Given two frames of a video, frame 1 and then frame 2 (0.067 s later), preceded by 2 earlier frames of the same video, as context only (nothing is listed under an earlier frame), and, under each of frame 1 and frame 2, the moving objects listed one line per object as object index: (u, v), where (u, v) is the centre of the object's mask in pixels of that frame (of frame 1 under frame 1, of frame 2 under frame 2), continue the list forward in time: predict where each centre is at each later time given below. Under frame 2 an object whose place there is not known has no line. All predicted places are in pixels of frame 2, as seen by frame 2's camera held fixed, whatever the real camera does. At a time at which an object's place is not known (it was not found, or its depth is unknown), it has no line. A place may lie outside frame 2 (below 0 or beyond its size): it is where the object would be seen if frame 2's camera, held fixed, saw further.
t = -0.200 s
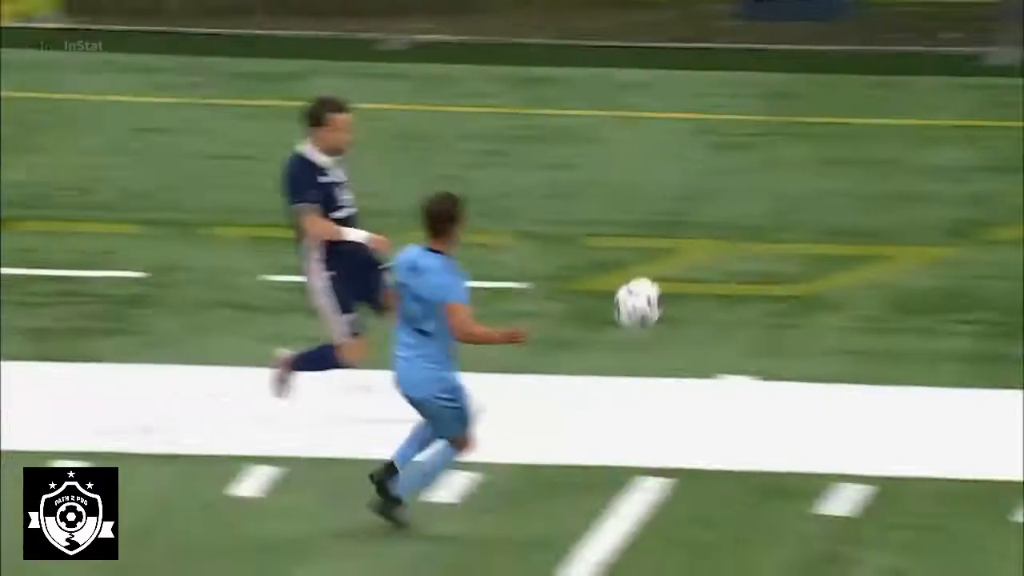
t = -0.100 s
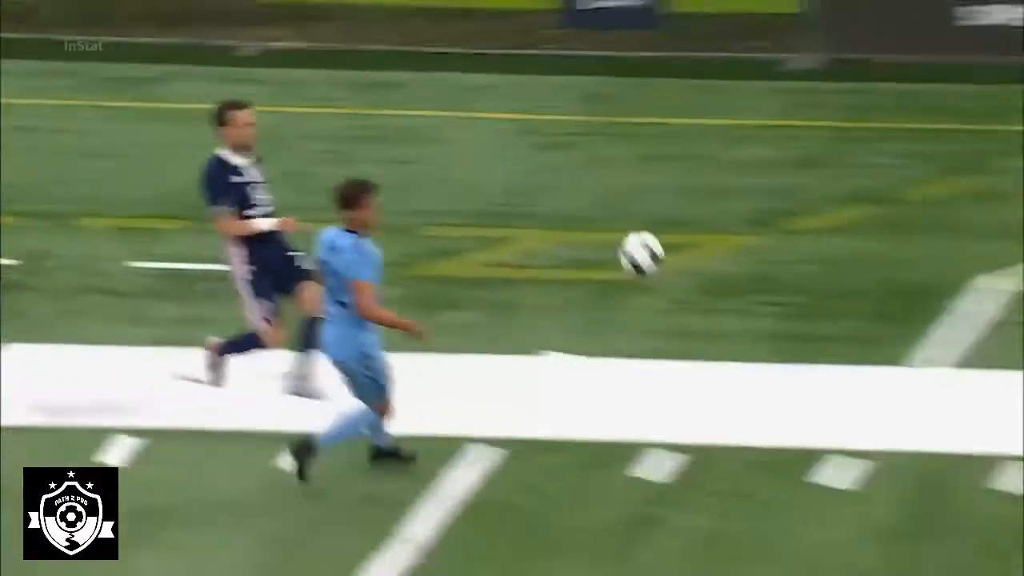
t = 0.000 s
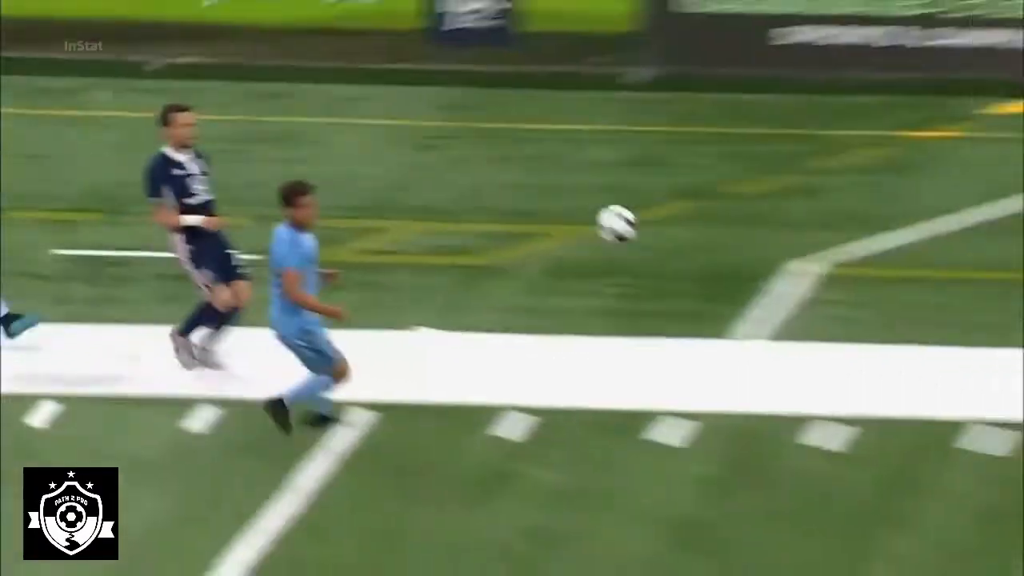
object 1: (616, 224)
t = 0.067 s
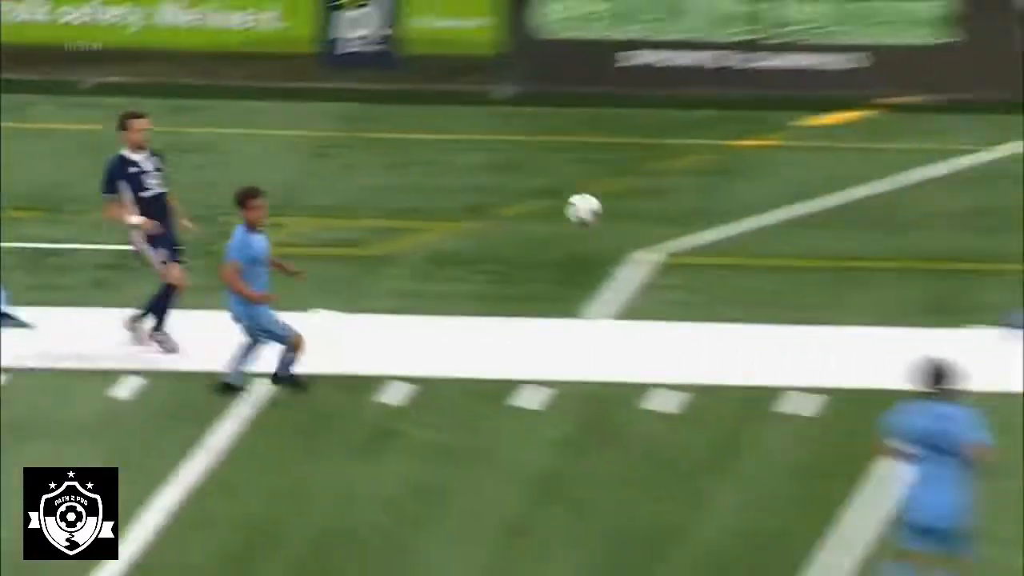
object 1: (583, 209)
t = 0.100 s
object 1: (607, 207)
